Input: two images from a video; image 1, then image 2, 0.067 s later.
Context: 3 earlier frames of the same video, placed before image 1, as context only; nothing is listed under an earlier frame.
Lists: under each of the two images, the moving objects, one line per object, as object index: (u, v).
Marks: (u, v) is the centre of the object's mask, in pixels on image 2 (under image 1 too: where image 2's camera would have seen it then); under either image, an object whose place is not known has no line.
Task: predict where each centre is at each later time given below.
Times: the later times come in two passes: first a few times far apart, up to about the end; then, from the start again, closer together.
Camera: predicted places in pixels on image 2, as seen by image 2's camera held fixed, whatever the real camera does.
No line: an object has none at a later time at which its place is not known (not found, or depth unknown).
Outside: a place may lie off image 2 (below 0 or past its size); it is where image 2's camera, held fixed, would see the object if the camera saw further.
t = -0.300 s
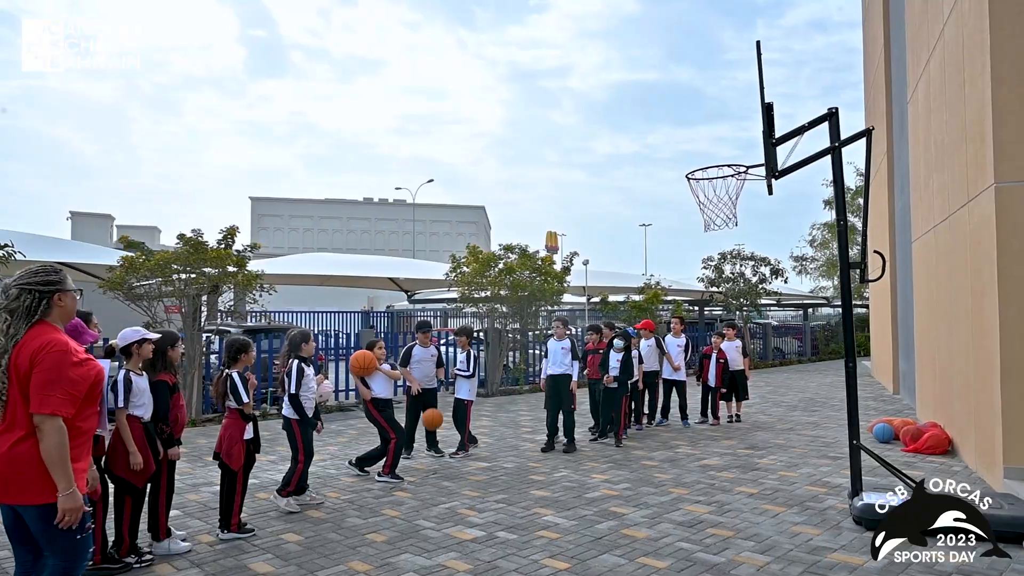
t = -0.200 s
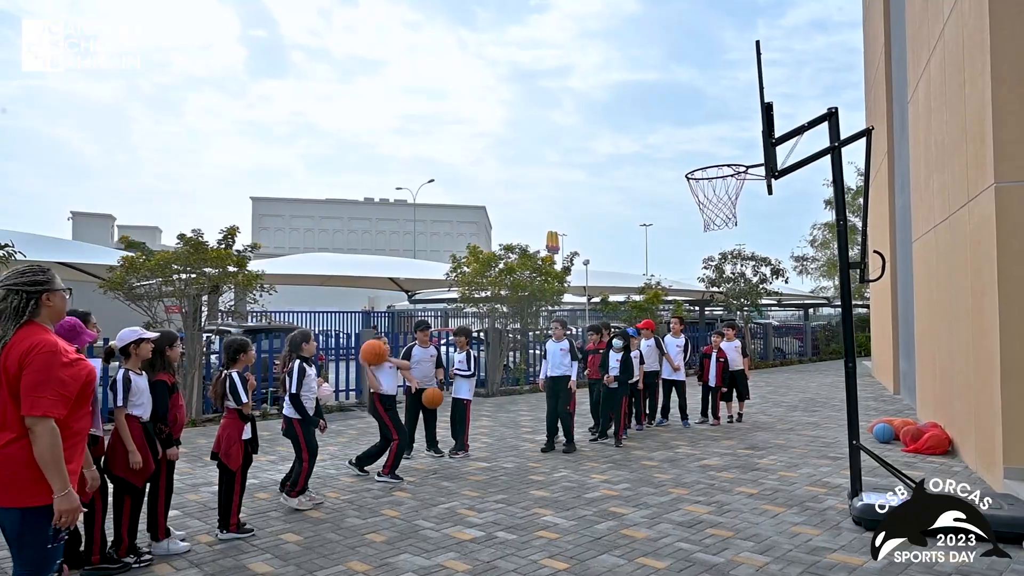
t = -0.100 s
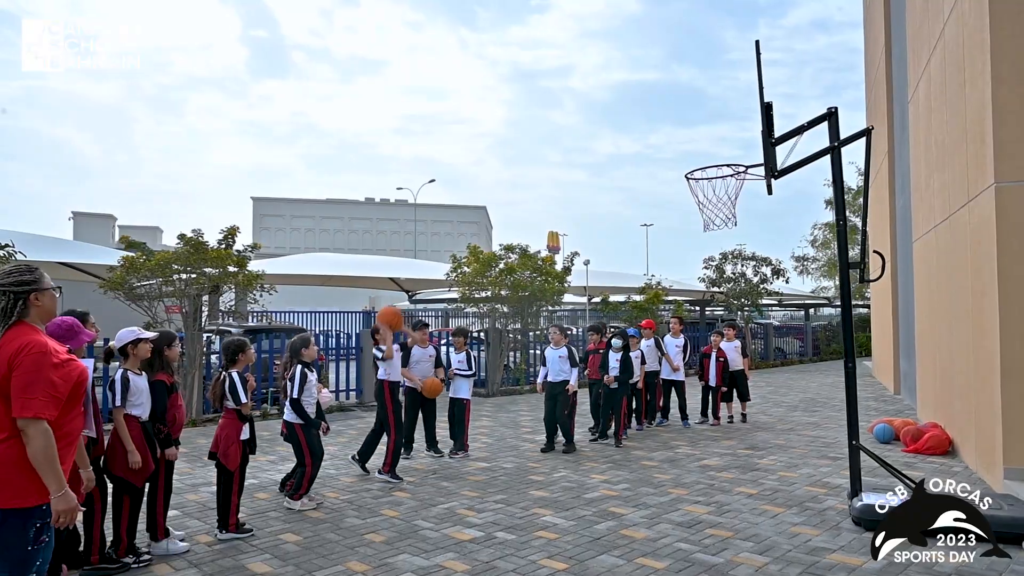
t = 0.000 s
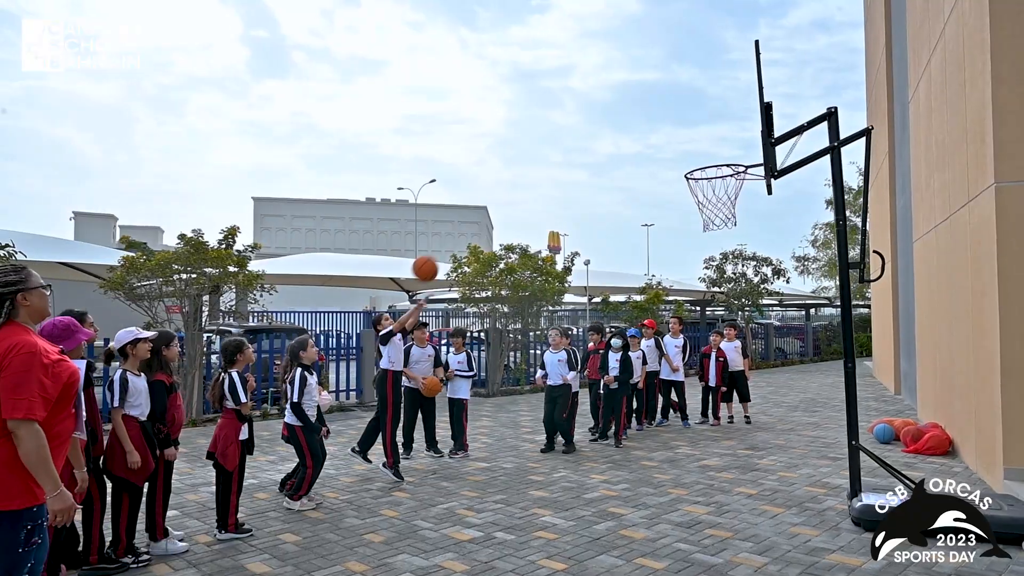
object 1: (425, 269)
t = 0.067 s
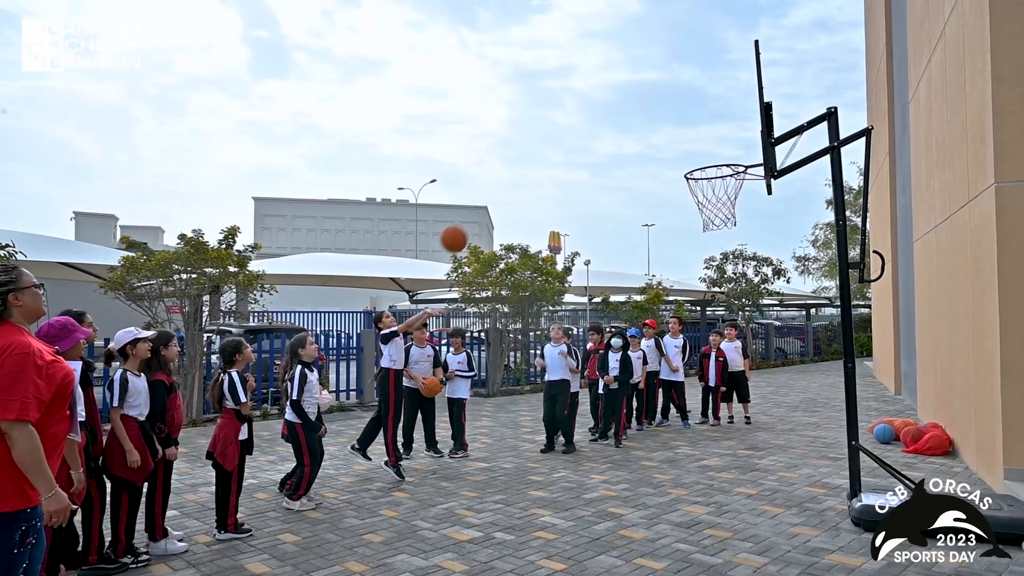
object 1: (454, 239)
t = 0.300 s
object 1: (560, 170)
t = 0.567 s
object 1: (686, 159)
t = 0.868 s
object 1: (723, 155)
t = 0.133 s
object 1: (483, 214)
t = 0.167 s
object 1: (498, 202)
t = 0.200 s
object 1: (513, 193)
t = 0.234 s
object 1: (529, 184)
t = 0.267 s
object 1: (544, 177)
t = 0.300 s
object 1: (560, 170)
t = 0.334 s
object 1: (576, 165)
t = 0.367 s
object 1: (592, 161)
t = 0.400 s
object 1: (609, 159)
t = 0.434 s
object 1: (626, 157)
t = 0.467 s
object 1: (643, 157)
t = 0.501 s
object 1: (661, 159)
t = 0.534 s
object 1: (678, 162)
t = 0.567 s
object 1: (686, 159)
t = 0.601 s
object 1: (692, 156)
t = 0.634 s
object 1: (698, 154)
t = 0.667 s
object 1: (704, 152)
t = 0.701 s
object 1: (710, 152)
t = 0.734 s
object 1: (716, 154)
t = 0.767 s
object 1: (723, 156)
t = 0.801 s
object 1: (729, 161)
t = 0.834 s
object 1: (729, 159)
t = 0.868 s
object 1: (723, 155)
